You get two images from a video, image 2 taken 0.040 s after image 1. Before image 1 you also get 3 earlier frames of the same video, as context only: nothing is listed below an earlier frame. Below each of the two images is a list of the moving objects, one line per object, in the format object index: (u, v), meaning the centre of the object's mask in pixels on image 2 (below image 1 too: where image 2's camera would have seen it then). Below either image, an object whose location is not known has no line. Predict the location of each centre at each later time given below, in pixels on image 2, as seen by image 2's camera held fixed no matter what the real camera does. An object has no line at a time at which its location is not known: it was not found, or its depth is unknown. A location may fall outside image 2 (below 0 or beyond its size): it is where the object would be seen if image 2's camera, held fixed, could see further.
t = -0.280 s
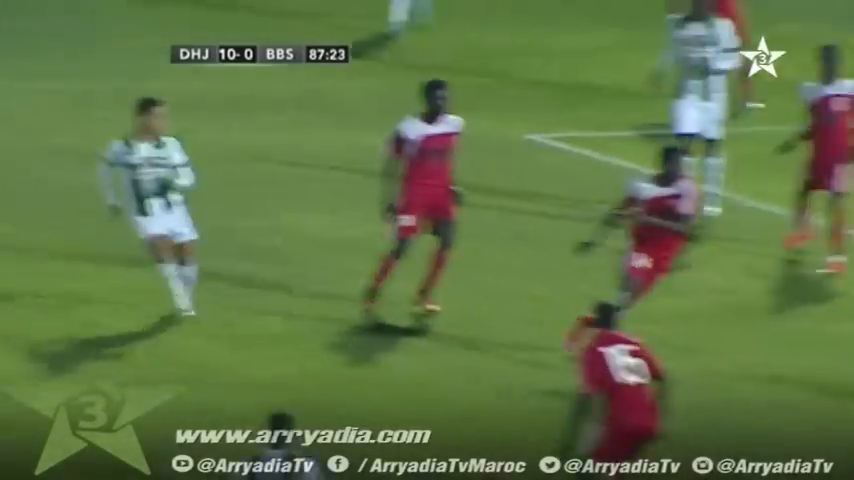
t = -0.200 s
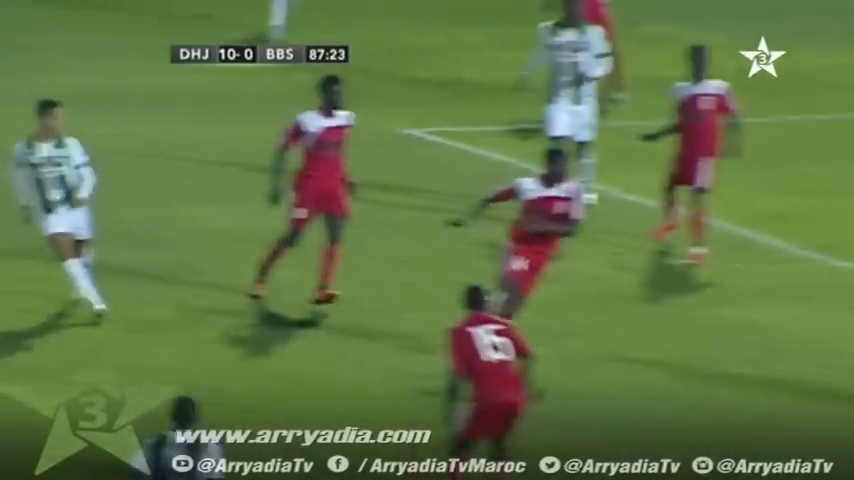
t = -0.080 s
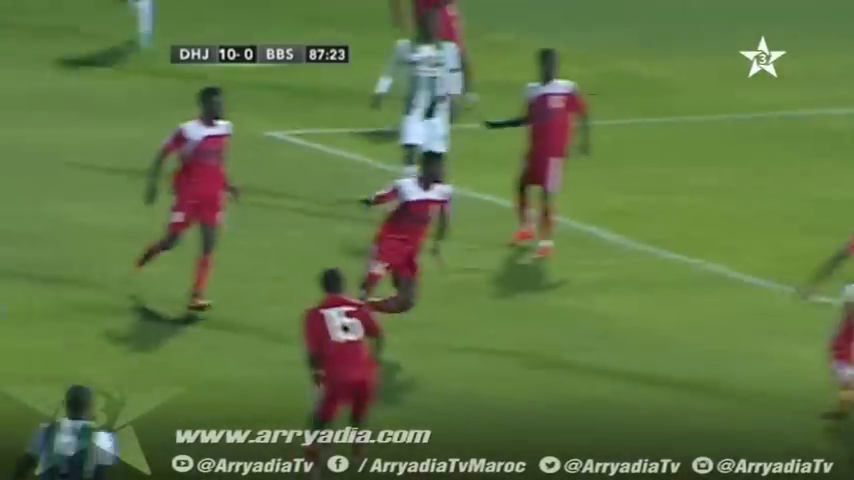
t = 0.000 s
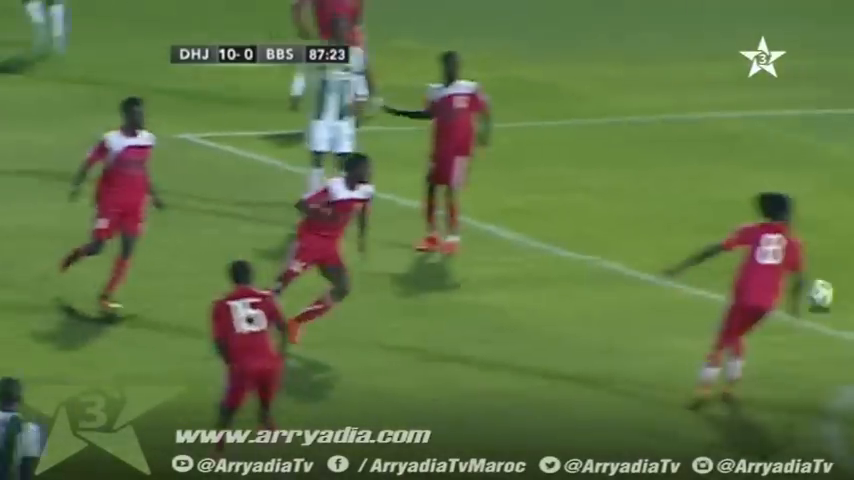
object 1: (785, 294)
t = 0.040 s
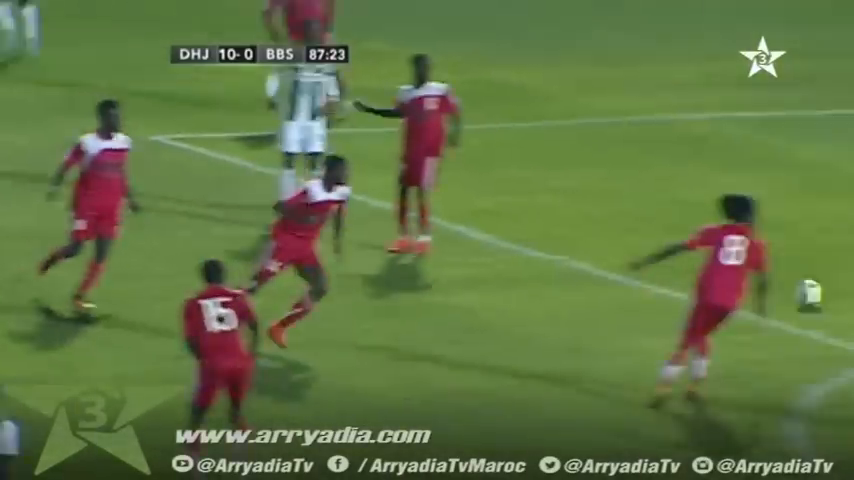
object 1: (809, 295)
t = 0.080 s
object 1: (834, 296)
